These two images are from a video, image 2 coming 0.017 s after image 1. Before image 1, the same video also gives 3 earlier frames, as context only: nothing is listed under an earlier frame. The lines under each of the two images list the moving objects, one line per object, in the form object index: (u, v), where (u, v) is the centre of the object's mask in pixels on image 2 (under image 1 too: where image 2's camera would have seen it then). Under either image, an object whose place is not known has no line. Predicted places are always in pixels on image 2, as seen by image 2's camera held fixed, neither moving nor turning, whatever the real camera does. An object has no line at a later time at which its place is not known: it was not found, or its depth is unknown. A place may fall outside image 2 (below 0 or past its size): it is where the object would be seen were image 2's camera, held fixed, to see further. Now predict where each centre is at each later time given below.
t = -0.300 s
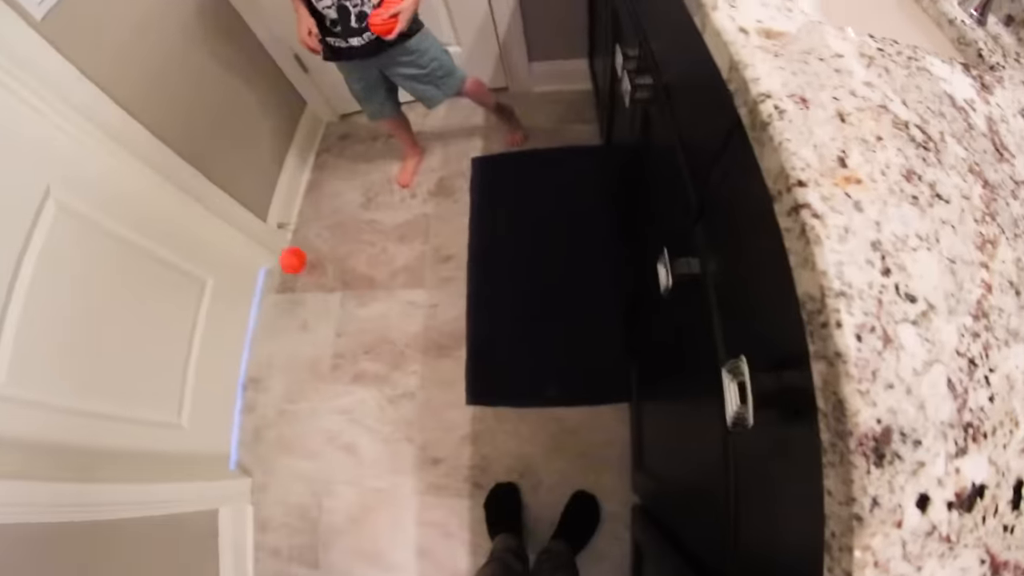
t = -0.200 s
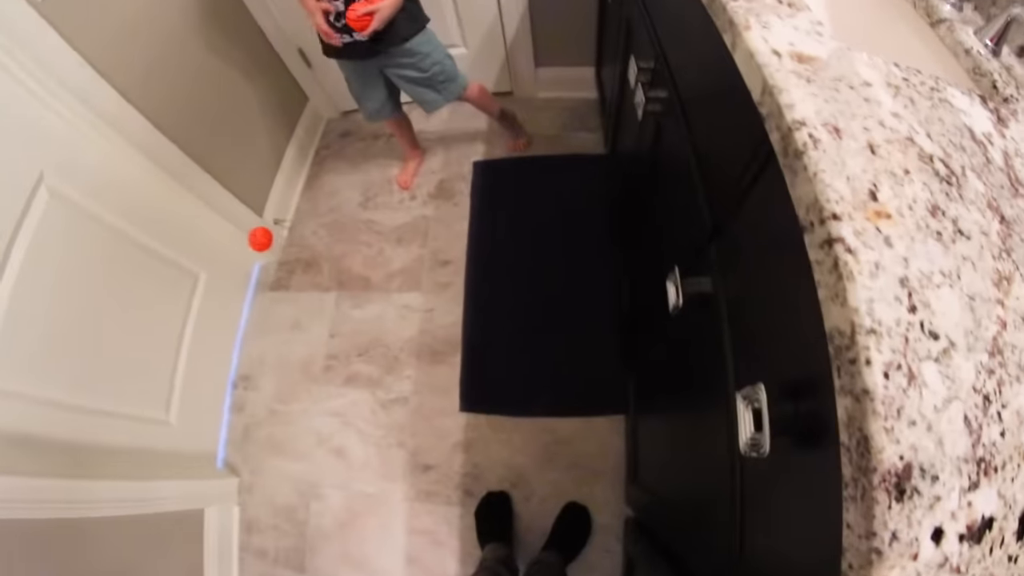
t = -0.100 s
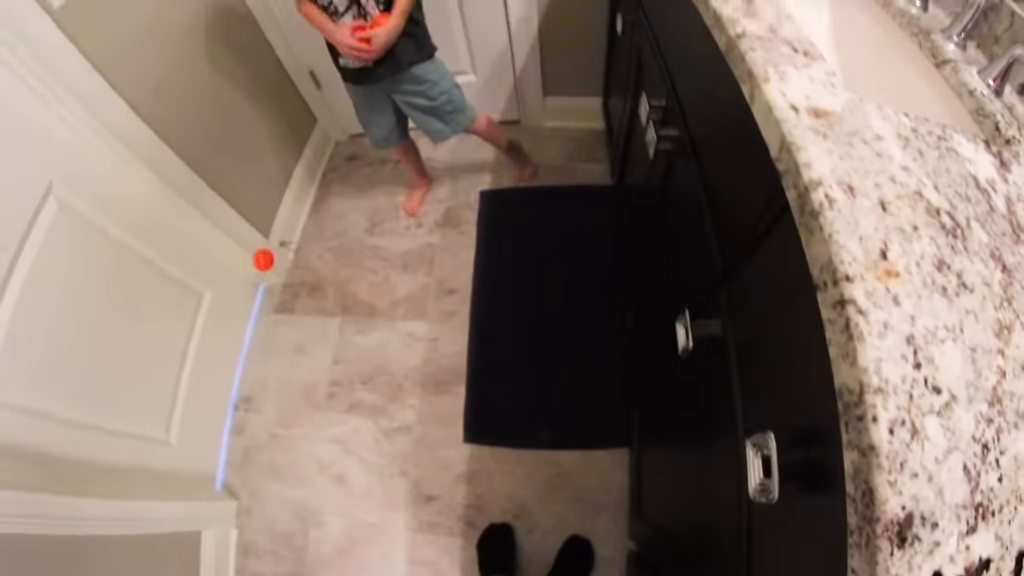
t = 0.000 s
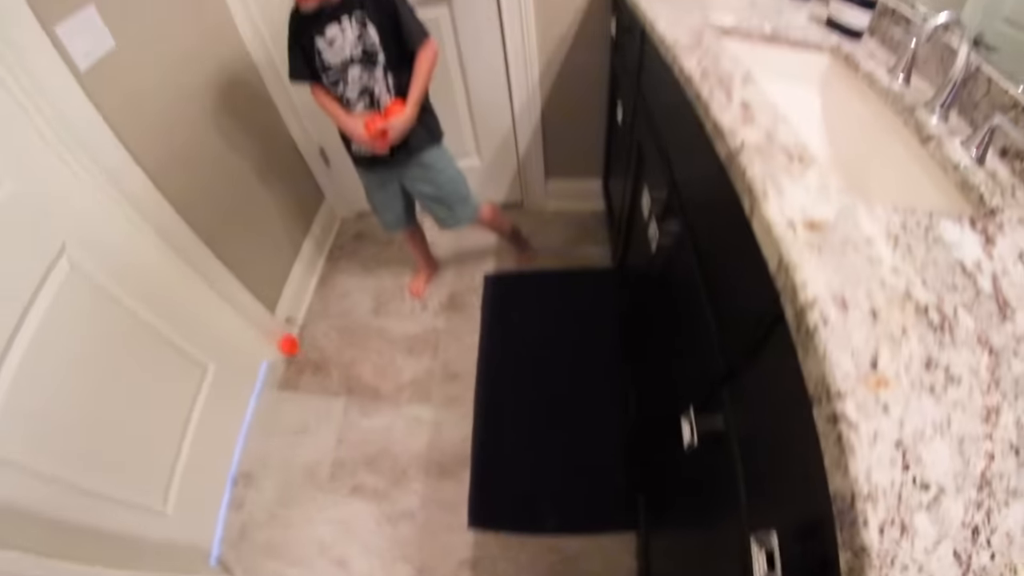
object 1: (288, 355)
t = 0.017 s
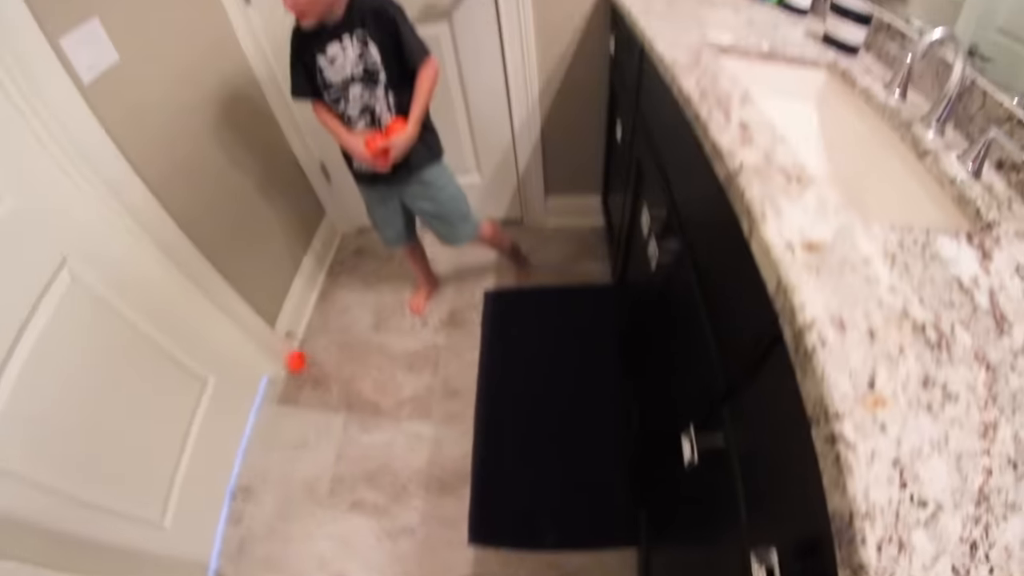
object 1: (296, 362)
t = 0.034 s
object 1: (305, 367)
